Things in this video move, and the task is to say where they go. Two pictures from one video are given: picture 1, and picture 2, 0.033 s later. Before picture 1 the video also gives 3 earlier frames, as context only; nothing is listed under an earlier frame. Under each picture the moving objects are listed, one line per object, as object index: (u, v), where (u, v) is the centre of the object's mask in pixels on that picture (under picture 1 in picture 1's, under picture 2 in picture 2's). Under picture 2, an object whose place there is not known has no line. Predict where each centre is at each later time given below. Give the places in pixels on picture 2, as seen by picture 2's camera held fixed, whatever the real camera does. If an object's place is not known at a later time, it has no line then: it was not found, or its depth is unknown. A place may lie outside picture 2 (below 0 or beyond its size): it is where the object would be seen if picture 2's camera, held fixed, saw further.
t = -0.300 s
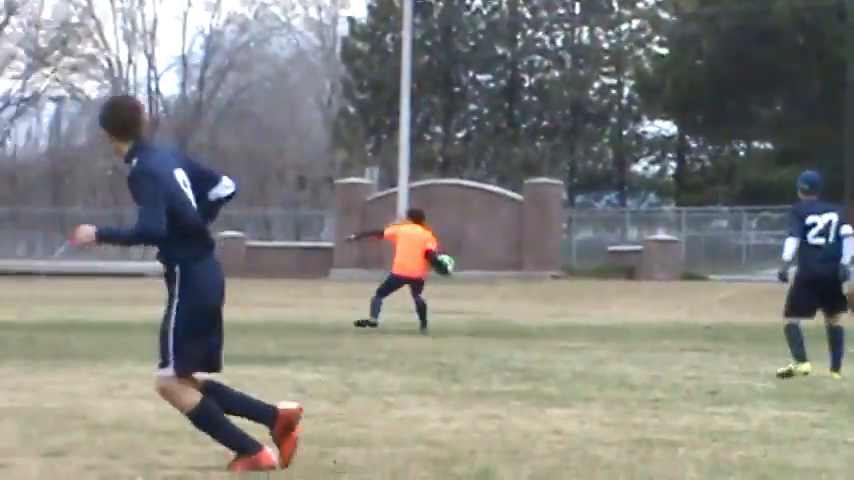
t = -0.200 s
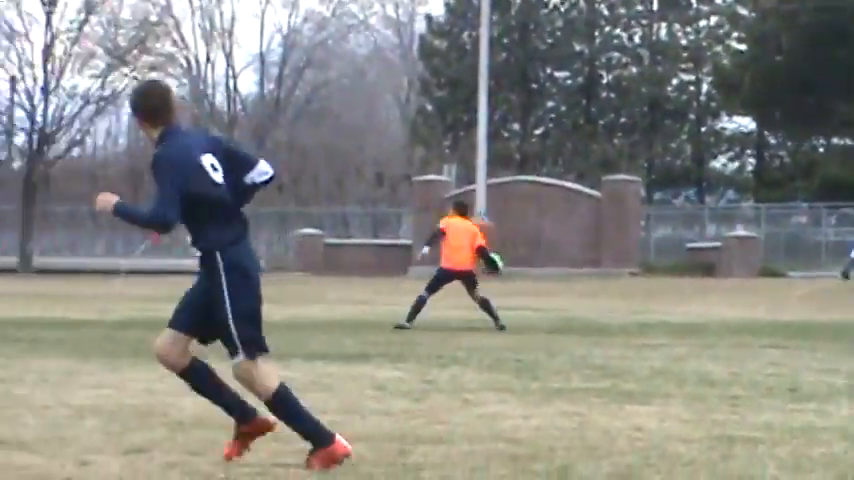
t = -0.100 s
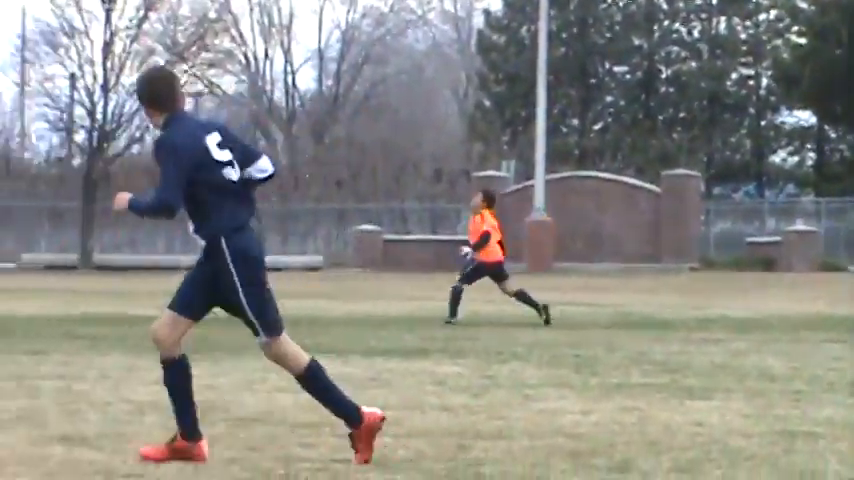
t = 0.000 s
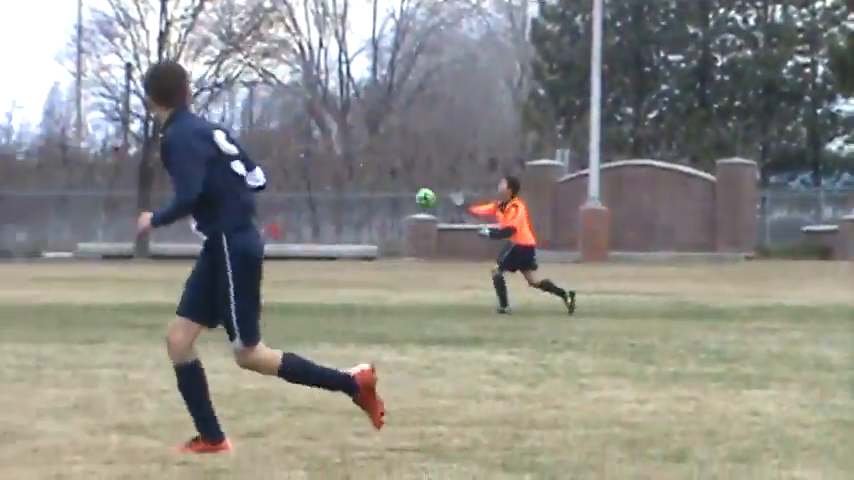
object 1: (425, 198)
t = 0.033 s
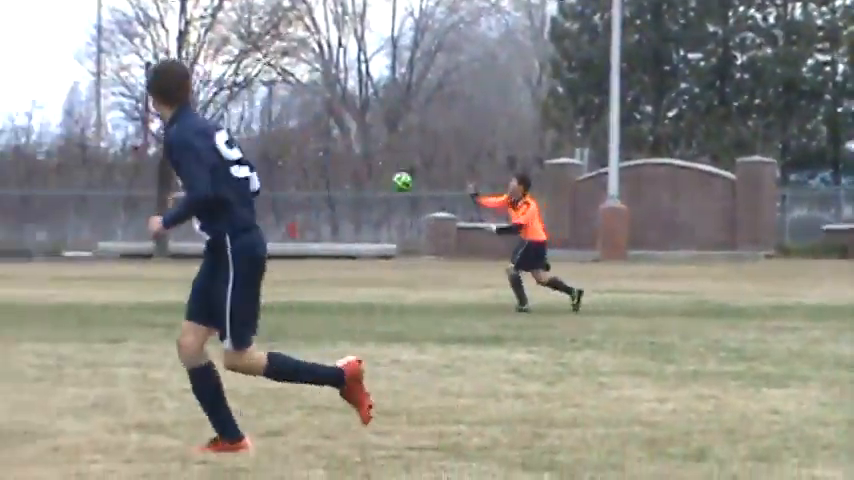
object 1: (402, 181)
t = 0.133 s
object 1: (276, 144)
